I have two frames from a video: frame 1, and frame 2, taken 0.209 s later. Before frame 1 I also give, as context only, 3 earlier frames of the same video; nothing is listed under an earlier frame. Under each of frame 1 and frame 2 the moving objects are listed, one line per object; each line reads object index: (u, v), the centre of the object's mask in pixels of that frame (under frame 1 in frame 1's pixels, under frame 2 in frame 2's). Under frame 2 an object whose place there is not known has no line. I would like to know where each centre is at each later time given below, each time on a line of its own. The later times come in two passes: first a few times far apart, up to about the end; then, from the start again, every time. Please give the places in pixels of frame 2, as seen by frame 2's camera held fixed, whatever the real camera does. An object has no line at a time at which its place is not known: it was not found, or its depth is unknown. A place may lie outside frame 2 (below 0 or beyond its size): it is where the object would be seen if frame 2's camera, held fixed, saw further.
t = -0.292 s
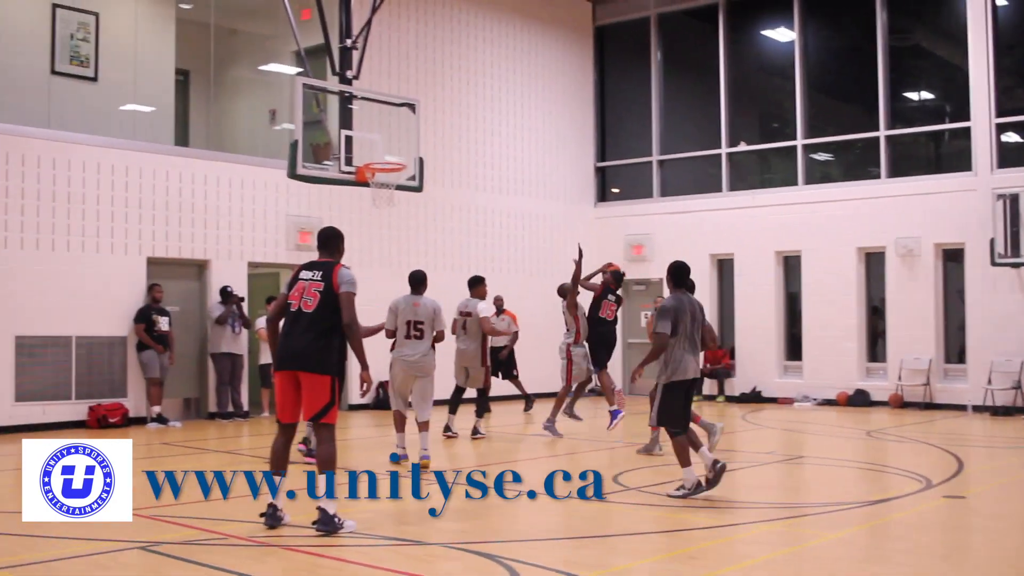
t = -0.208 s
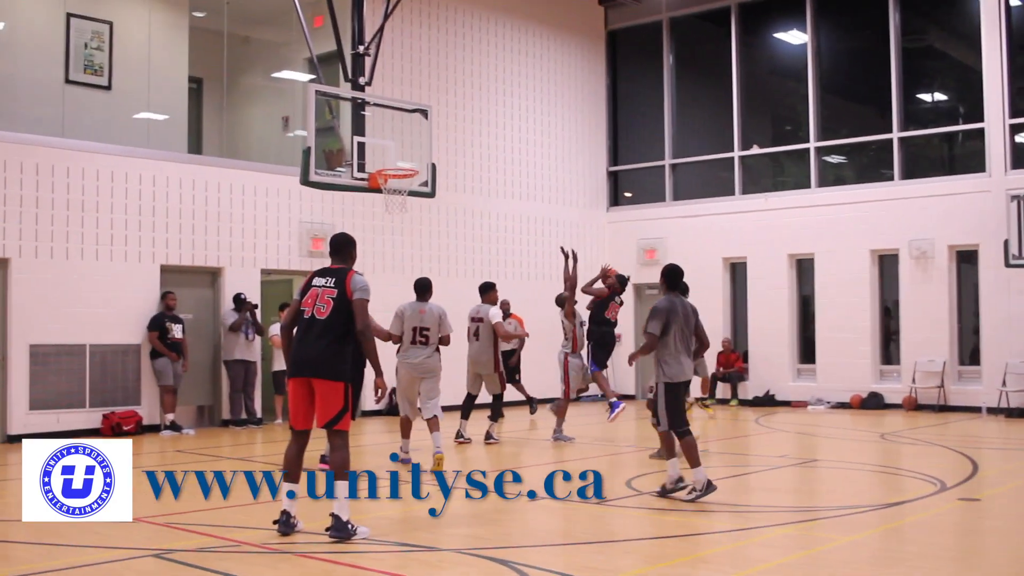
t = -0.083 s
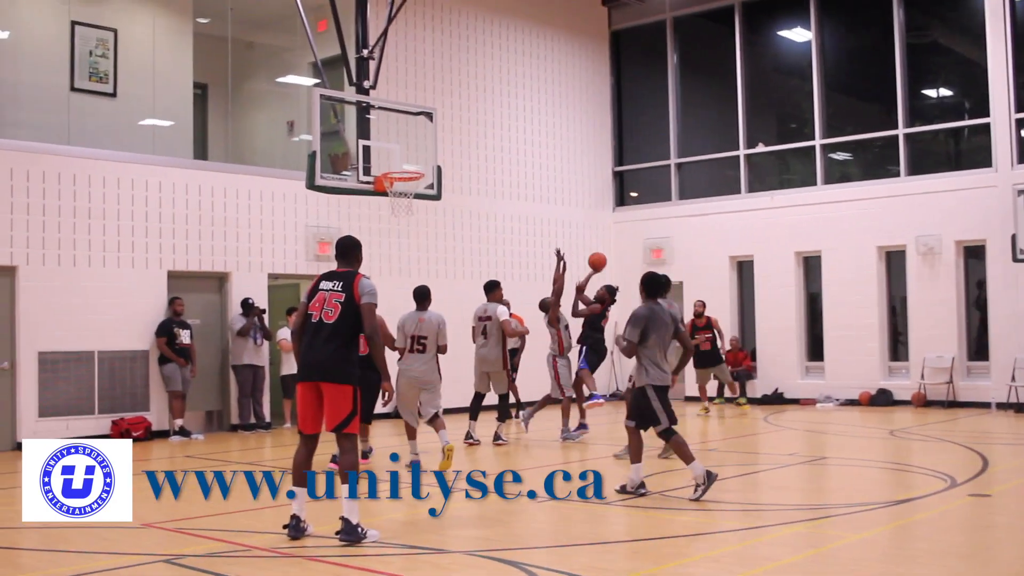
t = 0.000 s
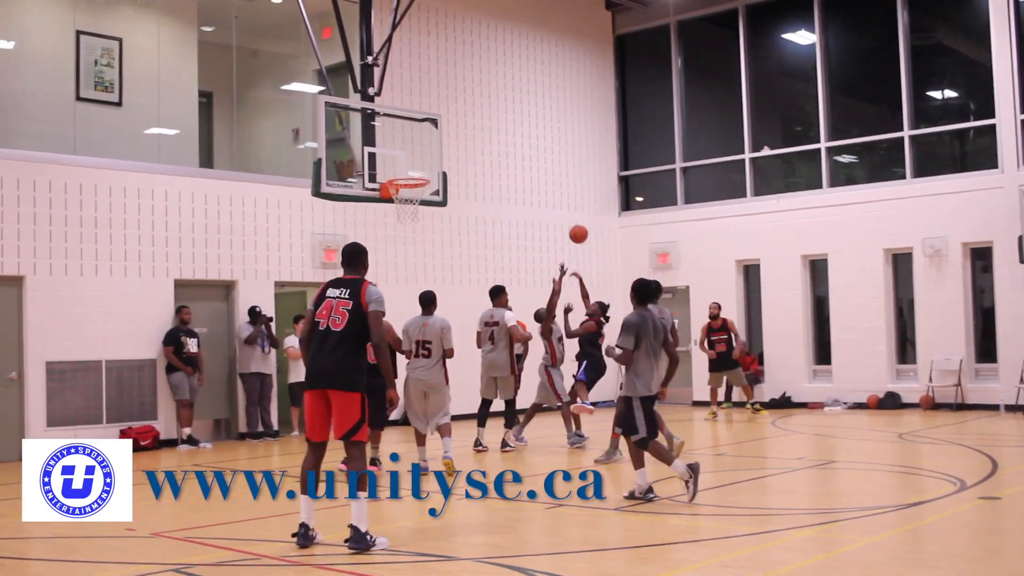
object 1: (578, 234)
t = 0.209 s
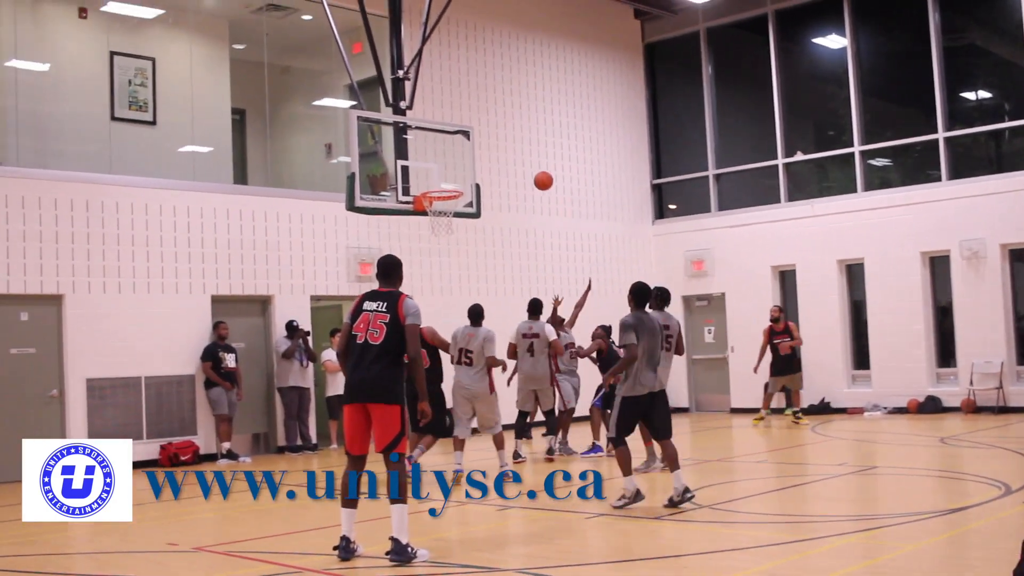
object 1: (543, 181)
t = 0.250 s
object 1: (529, 172)
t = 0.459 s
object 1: (468, 150)
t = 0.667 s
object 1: (461, 161)
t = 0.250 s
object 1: (529, 172)
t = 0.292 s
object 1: (515, 165)
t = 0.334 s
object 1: (502, 159)
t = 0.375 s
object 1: (488, 155)
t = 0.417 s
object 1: (474, 152)
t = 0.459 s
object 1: (468, 150)
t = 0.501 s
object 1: (467, 149)
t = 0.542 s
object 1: (465, 150)
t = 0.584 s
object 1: (464, 152)
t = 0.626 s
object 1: (462, 156)
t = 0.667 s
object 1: (461, 161)
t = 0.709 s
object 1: (460, 168)
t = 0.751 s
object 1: (459, 177)
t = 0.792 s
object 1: (458, 180)
